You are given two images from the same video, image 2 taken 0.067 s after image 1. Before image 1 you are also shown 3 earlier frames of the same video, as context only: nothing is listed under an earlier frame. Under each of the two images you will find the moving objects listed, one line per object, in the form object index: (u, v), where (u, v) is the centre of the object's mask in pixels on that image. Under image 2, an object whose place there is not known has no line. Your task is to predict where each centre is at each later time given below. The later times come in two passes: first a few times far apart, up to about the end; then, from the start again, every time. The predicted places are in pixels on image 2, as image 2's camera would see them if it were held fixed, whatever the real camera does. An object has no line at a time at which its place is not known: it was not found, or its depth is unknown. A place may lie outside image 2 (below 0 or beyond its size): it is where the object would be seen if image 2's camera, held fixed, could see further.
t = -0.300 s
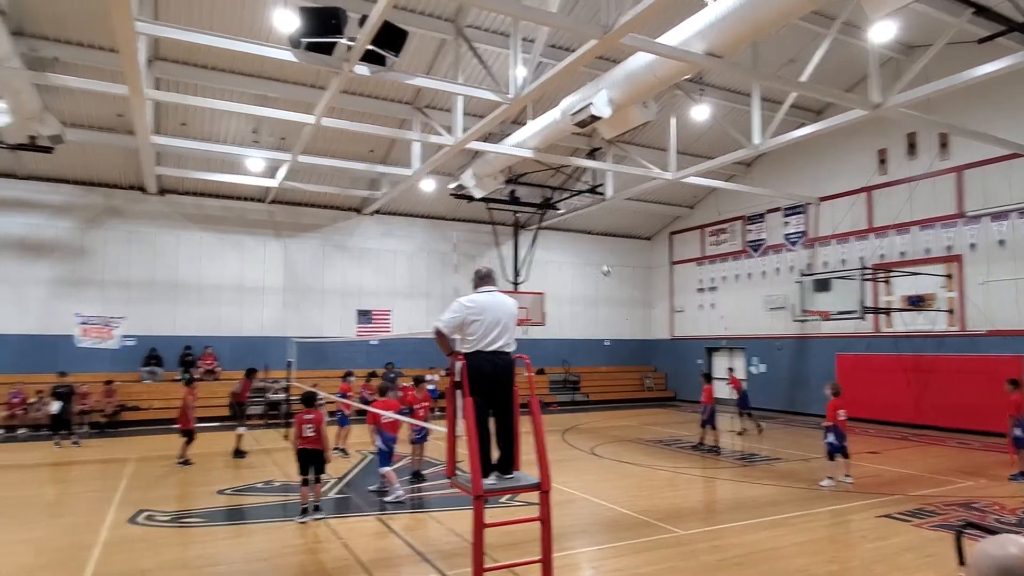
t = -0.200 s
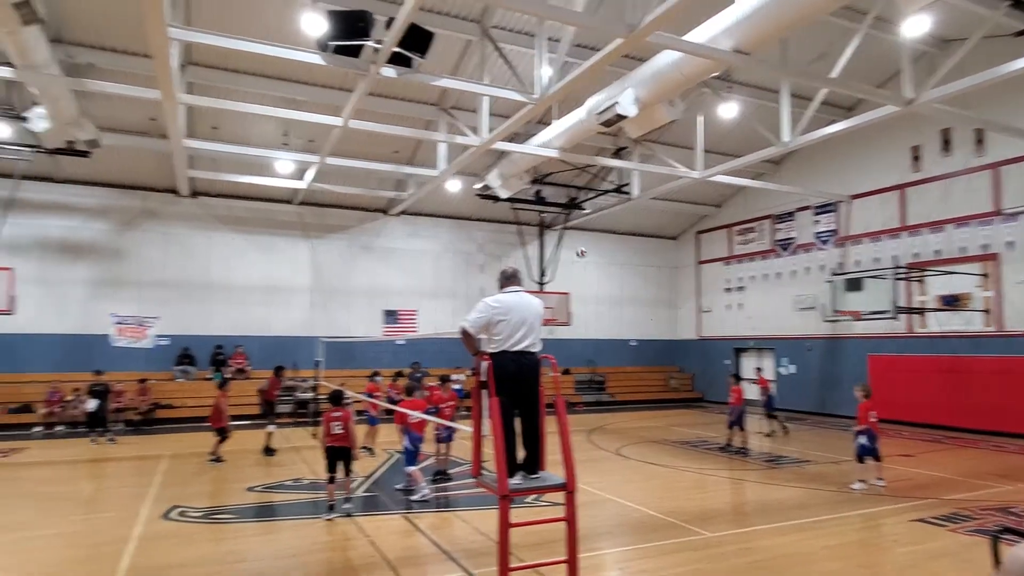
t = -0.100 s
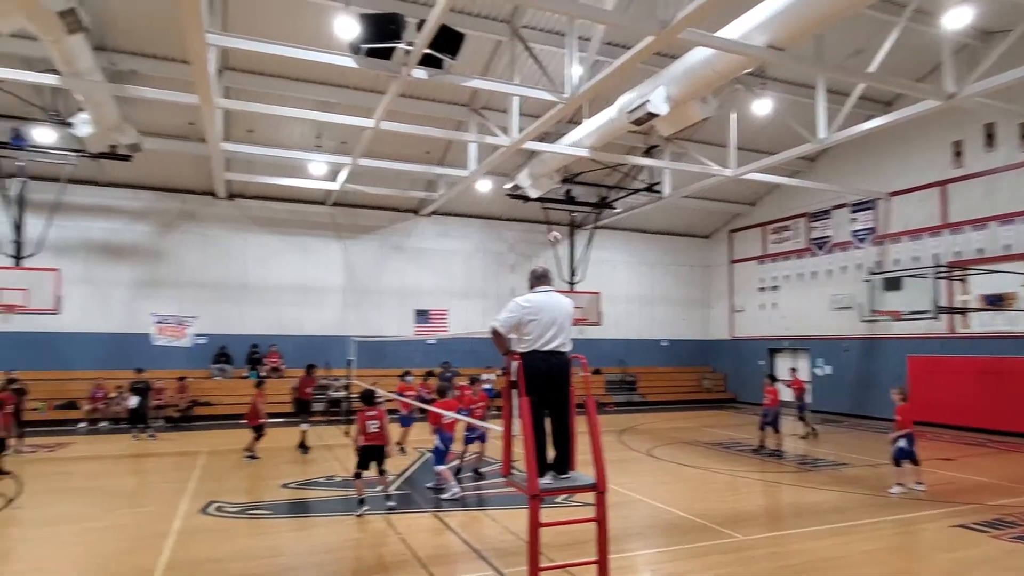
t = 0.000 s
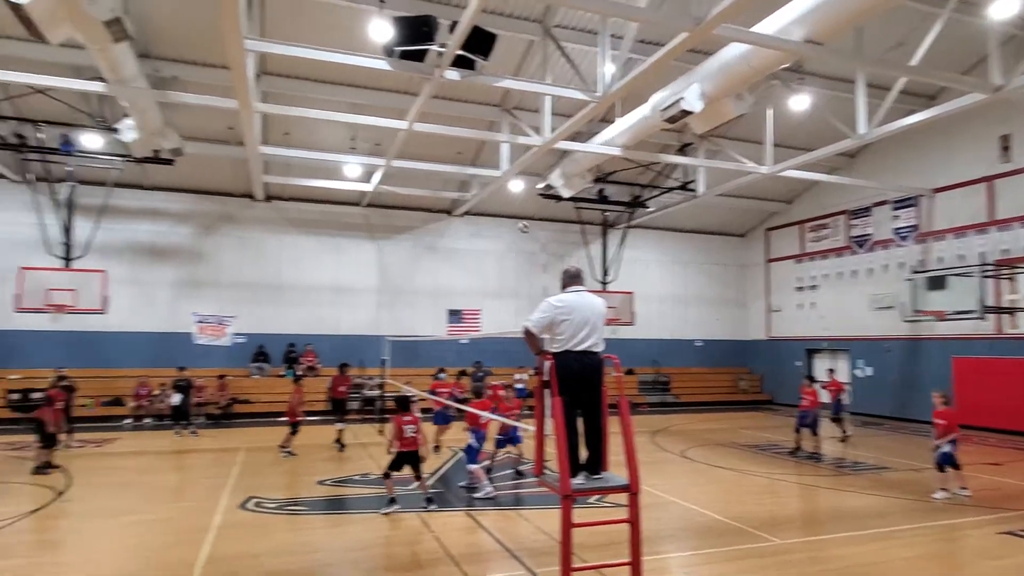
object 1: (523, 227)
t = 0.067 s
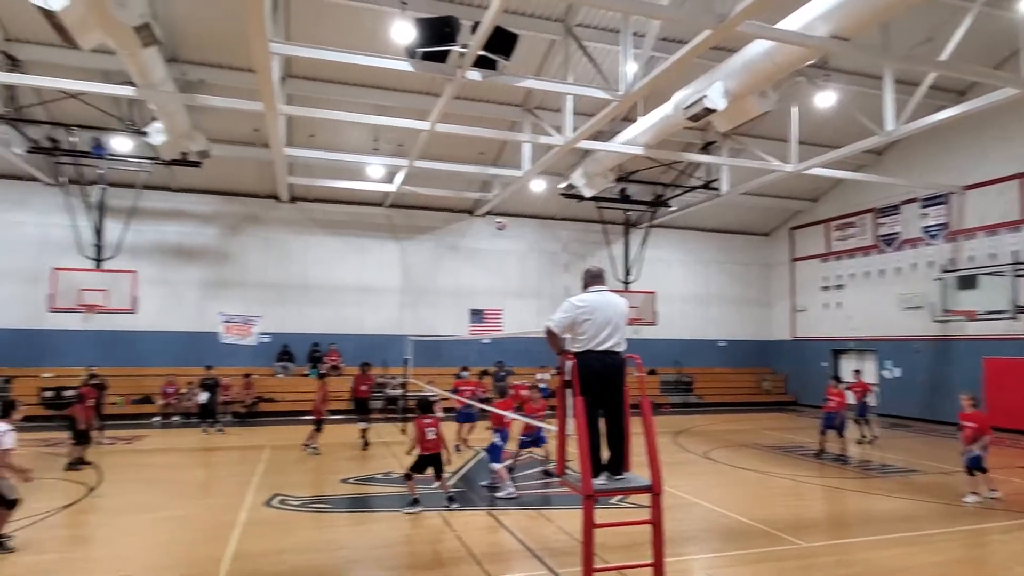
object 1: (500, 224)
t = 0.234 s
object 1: (376, 228)
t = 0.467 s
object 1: (161, 268)
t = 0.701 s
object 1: (-114, 366)
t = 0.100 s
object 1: (477, 223)
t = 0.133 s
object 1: (453, 223)
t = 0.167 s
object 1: (428, 225)
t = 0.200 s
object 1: (402, 226)
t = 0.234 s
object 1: (376, 228)
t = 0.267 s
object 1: (349, 231)
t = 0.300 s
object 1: (320, 234)
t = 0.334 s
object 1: (291, 240)
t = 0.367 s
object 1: (261, 245)
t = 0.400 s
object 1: (228, 251)
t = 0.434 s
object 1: (195, 258)
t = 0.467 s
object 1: (161, 268)
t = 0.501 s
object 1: (127, 277)
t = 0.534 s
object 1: (90, 288)
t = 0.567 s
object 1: (51, 301)
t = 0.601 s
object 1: (13, 317)
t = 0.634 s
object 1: (-29, 332)
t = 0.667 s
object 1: (-70, 348)
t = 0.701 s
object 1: (-114, 366)
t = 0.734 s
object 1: (-161, 387)
